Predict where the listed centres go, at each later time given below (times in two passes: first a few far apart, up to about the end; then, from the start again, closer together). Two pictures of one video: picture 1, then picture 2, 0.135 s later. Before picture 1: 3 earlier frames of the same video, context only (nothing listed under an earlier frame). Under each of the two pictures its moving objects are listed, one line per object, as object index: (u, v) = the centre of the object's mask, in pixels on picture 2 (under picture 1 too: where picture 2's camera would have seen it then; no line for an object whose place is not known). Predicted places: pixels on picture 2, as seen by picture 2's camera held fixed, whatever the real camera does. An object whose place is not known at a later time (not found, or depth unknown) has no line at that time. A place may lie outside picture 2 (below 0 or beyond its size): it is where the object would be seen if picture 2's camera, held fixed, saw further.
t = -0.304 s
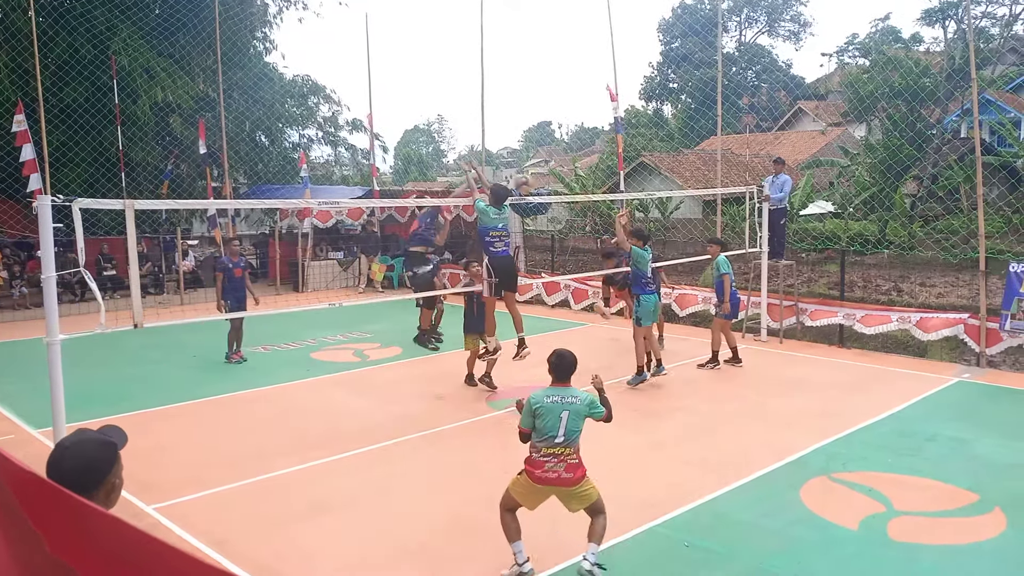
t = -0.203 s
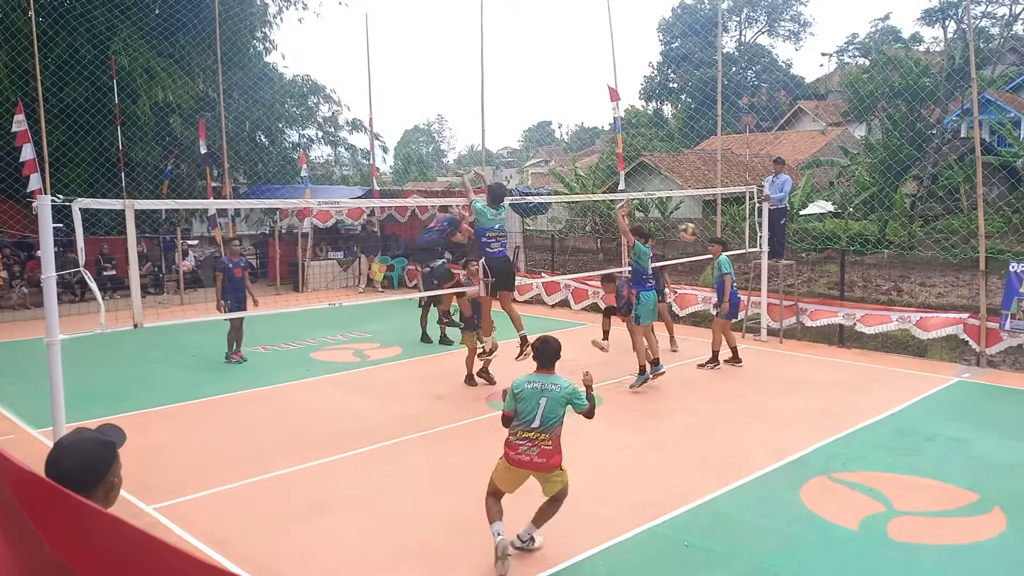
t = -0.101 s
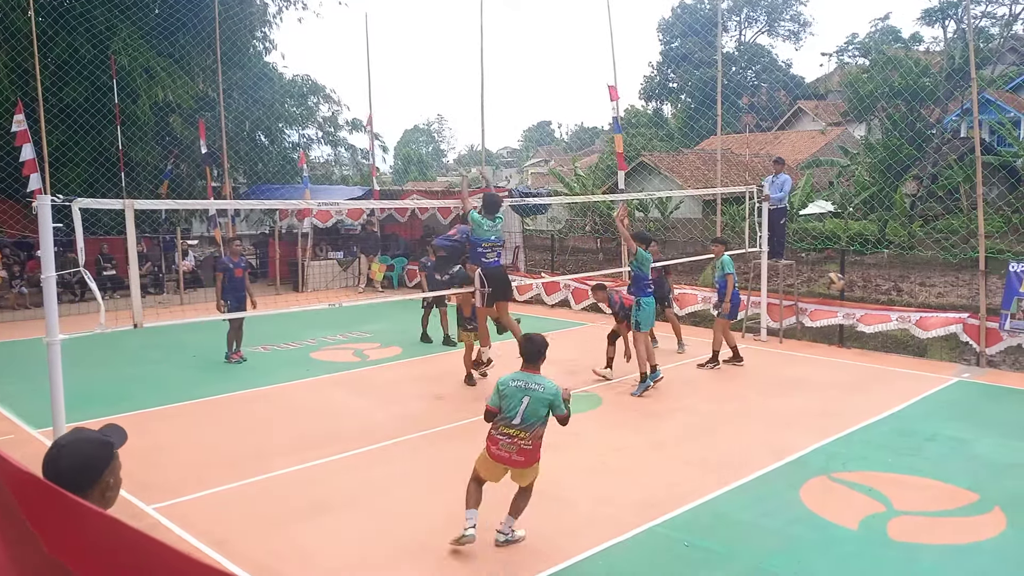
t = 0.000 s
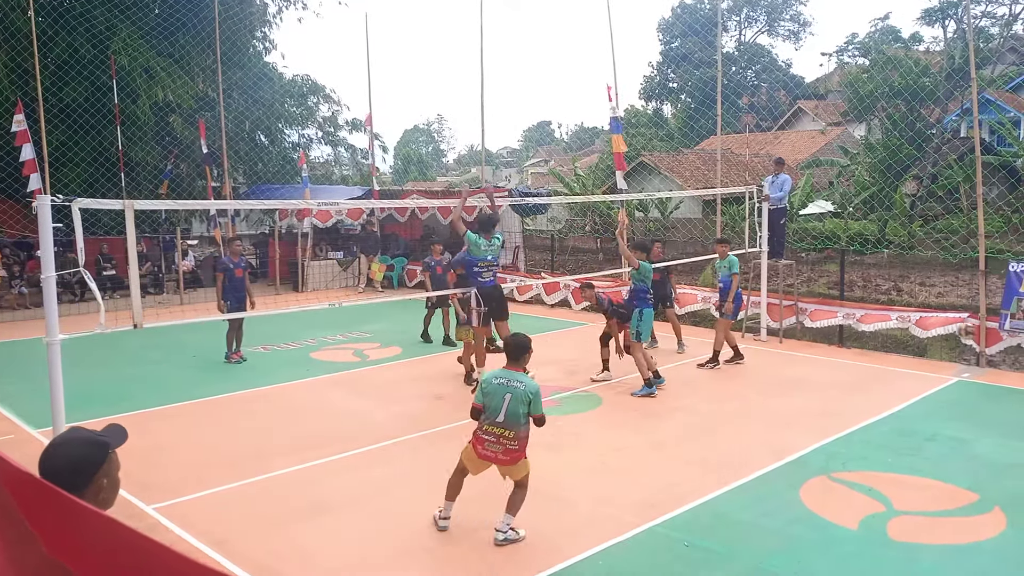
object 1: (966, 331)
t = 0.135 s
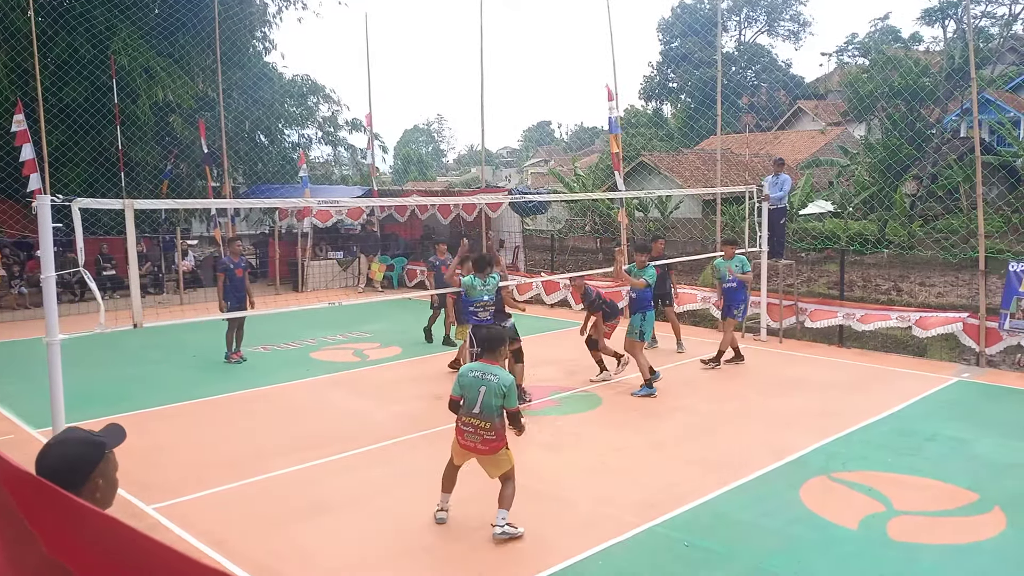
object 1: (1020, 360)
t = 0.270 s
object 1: (996, 353)
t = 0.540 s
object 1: (926, 382)
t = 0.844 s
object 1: (833, 370)
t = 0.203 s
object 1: (1010, 354)
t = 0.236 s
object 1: (1003, 354)
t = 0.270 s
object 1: (996, 353)
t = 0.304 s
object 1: (984, 354)
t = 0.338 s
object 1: (977, 355)
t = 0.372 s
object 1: (970, 357)
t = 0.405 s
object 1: (961, 360)
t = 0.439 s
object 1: (953, 364)
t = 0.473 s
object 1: (944, 369)
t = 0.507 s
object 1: (935, 375)
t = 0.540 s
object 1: (926, 382)
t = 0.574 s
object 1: (916, 383)
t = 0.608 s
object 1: (906, 378)
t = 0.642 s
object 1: (895, 374)
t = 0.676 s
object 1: (885, 371)
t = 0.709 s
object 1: (875, 369)
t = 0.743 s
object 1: (864, 368)
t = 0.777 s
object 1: (854, 368)
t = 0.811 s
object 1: (843, 369)
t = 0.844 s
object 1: (833, 370)
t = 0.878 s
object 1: (822, 373)
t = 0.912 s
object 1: (811, 377)
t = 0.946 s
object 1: (800, 382)
